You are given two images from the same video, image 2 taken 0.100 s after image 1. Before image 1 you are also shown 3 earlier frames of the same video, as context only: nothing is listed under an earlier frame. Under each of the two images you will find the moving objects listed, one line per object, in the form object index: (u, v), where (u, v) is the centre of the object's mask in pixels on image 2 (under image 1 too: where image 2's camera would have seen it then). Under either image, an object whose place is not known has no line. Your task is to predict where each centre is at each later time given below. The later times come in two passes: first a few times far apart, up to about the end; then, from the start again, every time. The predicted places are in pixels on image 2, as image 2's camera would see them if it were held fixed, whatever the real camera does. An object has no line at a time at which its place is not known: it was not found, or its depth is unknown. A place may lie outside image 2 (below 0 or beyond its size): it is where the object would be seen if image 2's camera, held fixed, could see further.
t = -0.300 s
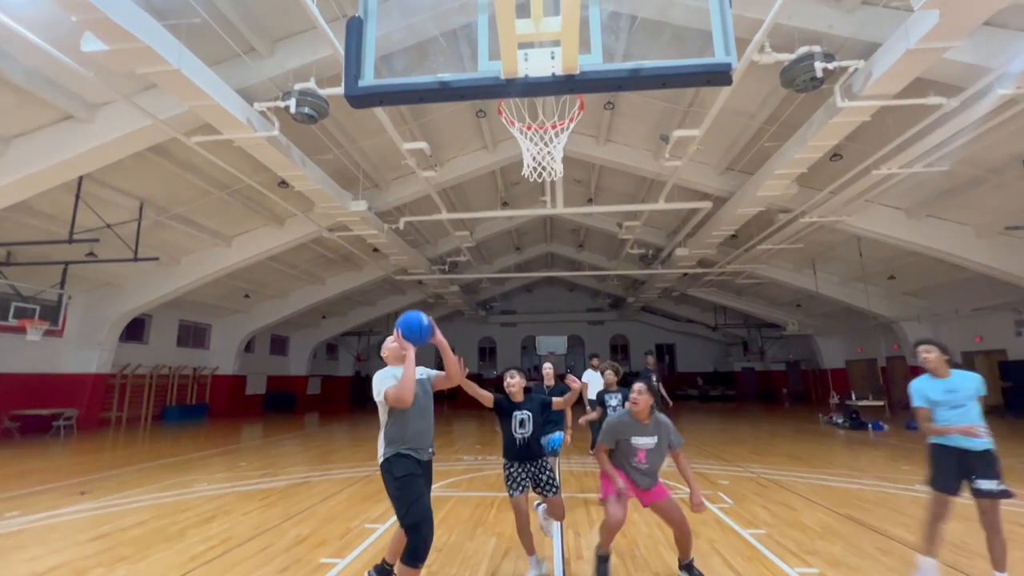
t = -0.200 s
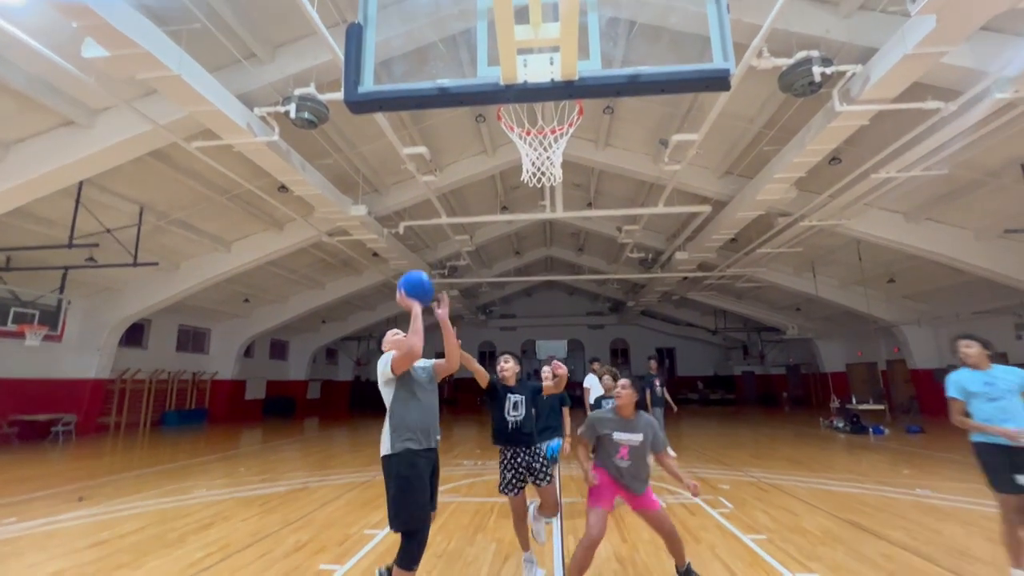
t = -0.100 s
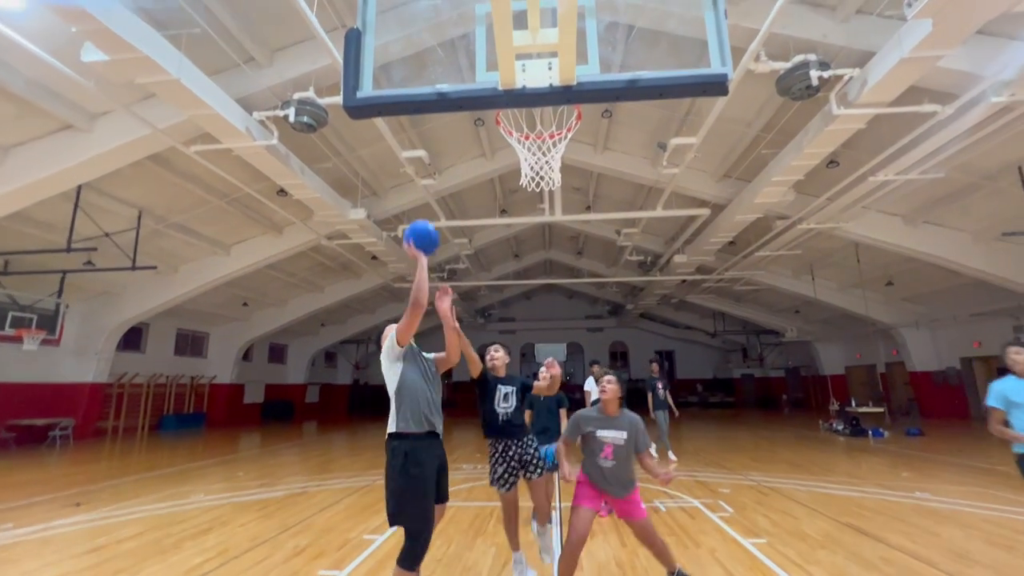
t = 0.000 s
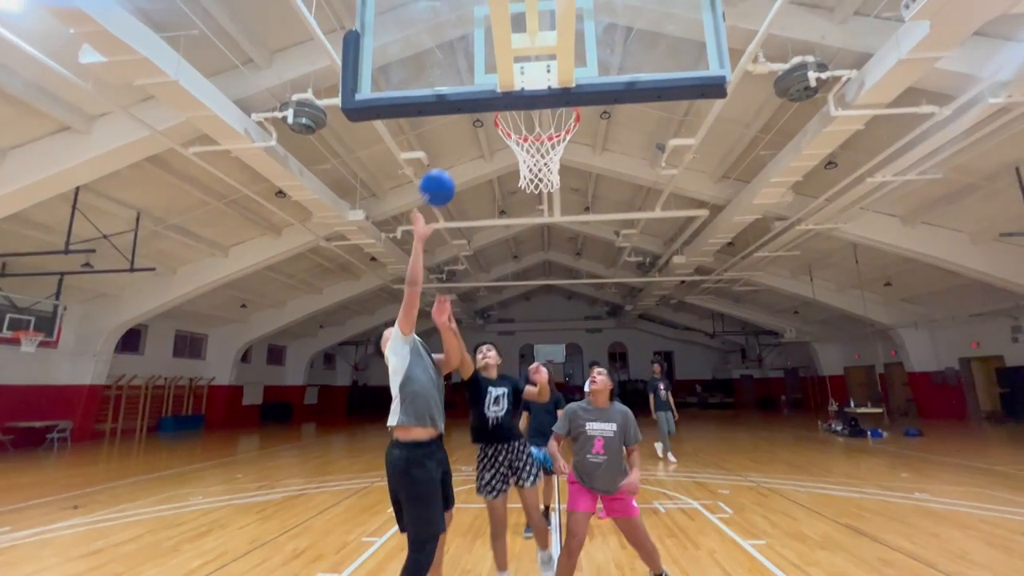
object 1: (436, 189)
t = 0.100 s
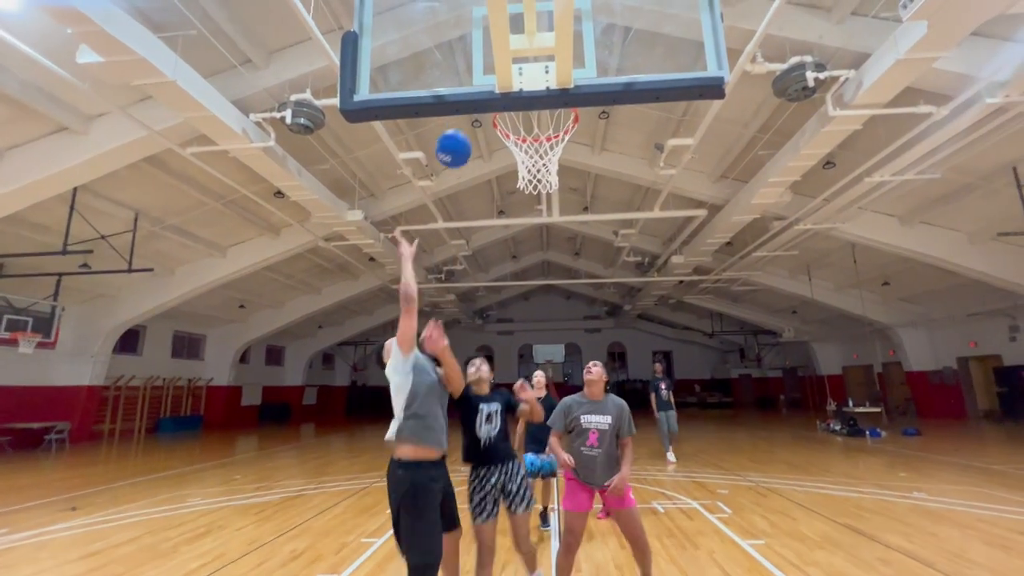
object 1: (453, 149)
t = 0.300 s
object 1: (490, 119)
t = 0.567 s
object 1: (543, 138)
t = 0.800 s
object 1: (555, 190)
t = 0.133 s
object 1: (459, 139)
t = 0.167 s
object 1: (465, 131)
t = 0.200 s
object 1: (471, 127)
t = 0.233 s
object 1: (477, 124)
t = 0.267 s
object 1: (481, 122)
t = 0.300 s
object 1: (490, 119)
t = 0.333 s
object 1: (497, 118)
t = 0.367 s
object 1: (507, 118)
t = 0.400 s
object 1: (512, 119)
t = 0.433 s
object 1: (517, 120)
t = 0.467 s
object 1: (523, 121)
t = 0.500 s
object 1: (529, 124)
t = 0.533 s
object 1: (537, 128)
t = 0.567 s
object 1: (543, 138)
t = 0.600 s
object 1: (551, 147)
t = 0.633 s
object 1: (556, 155)
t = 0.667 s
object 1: (556, 158)
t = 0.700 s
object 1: (555, 163)
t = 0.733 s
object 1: (555, 170)
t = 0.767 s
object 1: (555, 180)
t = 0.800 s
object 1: (555, 190)
